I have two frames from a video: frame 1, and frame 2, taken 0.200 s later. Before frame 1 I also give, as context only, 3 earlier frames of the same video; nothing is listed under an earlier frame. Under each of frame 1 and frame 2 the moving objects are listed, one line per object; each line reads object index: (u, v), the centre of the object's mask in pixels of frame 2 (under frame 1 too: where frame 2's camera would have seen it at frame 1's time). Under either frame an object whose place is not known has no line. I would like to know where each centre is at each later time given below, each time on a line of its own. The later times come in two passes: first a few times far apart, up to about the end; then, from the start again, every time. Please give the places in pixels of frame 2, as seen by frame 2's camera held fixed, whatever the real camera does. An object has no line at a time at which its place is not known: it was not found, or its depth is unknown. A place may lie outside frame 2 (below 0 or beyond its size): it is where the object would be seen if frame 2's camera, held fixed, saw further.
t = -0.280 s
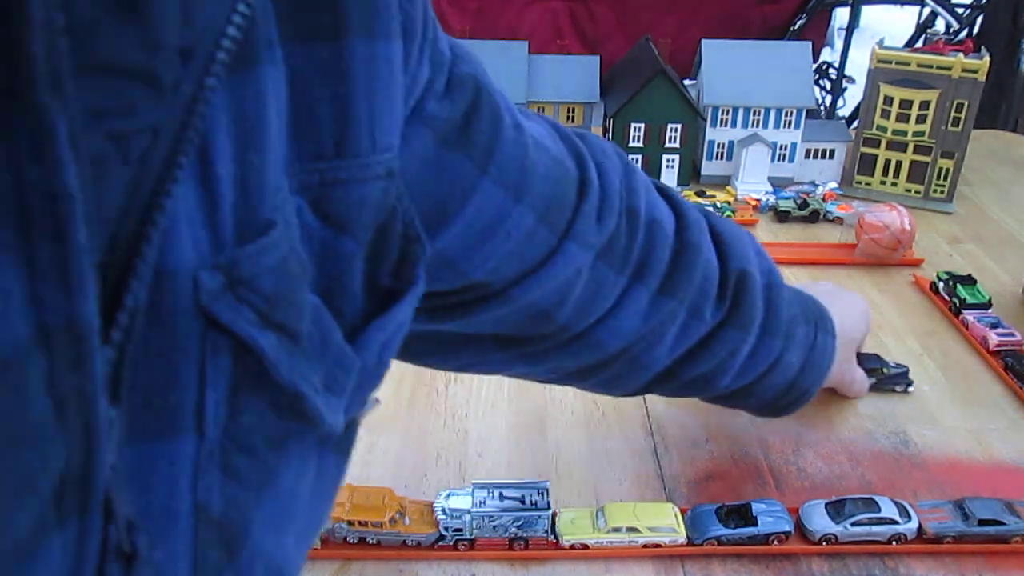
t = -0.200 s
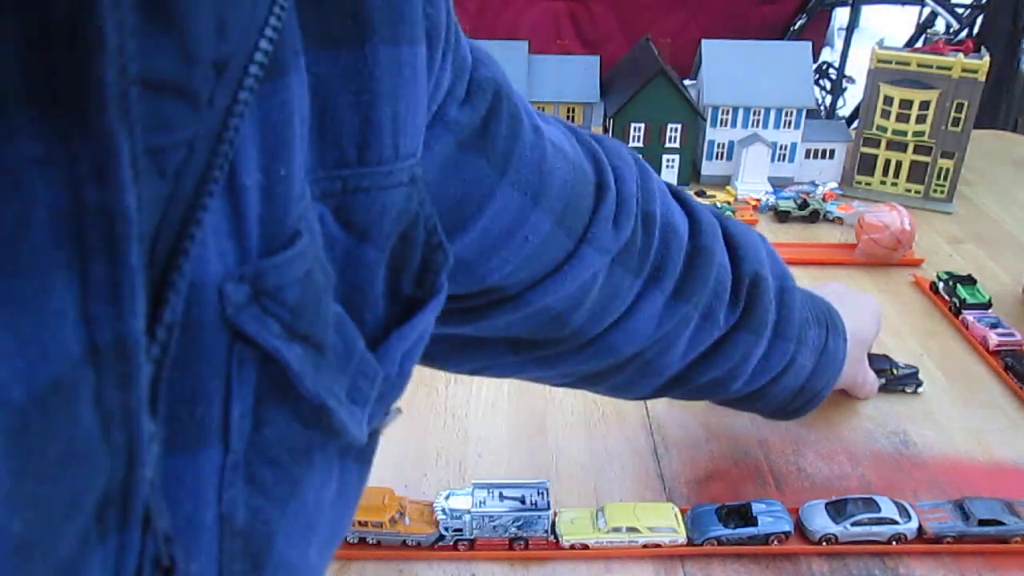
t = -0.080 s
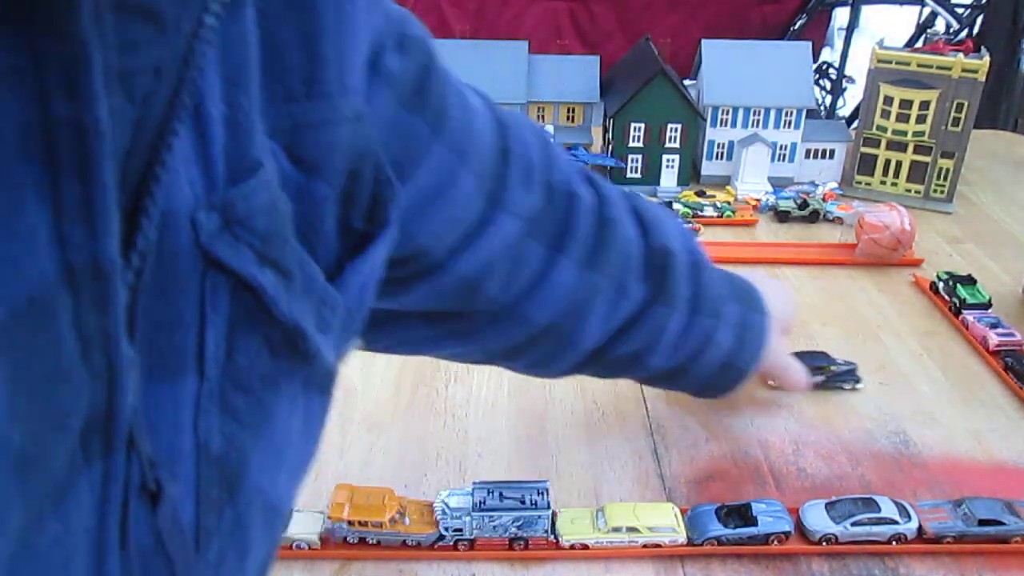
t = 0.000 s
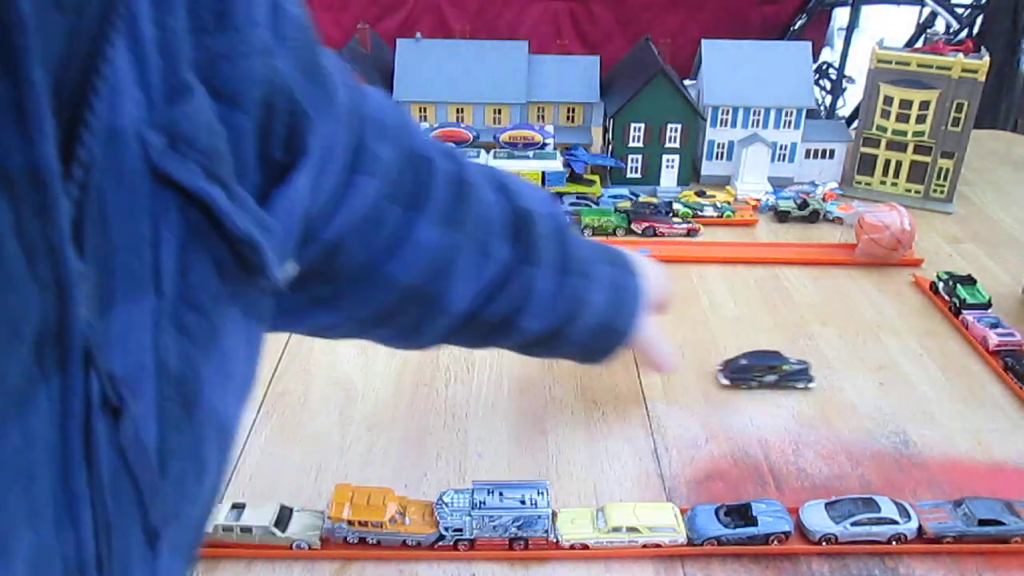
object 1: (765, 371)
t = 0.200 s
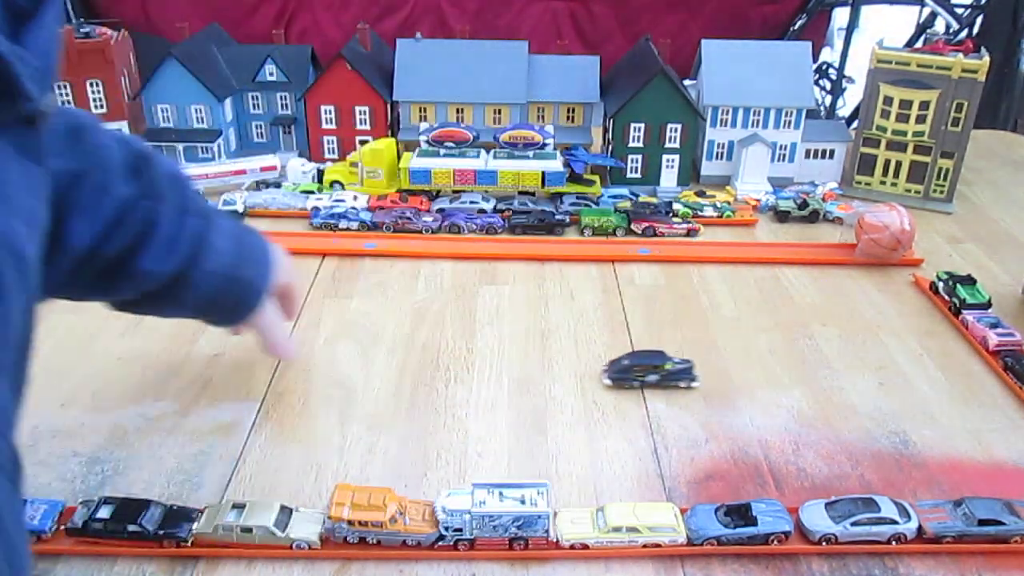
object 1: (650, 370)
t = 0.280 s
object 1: (603, 370)
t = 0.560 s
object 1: (454, 366)
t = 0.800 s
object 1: (343, 364)
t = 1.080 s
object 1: (237, 361)
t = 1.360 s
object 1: (165, 360)
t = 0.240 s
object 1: (626, 370)
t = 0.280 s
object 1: (603, 370)
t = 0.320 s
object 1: (580, 370)
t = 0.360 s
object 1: (558, 369)
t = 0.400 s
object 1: (536, 369)
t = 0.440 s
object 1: (515, 368)
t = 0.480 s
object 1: (494, 368)
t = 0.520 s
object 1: (474, 367)
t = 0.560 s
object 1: (454, 366)
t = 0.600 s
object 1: (435, 365)
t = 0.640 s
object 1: (416, 365)
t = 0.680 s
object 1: (398, 365)
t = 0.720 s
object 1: (379, 364)
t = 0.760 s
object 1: (361, 364)
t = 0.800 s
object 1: (343, 364)
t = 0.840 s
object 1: (326, 363)
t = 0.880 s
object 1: (310, 363)
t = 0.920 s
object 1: (293, 362)
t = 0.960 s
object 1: (278, 361)
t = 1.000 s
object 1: (265, 362)
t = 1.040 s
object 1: (251, 361)
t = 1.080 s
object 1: (237, 361)
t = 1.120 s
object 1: (225, 361)
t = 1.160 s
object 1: (213, 361)
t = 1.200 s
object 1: (202, 361)
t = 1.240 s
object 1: (192, 360)
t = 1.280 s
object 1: (182, 360)
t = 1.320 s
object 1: (173, 360)
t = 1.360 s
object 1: (165, 360)
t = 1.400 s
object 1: (156, 359)
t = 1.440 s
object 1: (149, 360)
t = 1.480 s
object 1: (141, 359)
